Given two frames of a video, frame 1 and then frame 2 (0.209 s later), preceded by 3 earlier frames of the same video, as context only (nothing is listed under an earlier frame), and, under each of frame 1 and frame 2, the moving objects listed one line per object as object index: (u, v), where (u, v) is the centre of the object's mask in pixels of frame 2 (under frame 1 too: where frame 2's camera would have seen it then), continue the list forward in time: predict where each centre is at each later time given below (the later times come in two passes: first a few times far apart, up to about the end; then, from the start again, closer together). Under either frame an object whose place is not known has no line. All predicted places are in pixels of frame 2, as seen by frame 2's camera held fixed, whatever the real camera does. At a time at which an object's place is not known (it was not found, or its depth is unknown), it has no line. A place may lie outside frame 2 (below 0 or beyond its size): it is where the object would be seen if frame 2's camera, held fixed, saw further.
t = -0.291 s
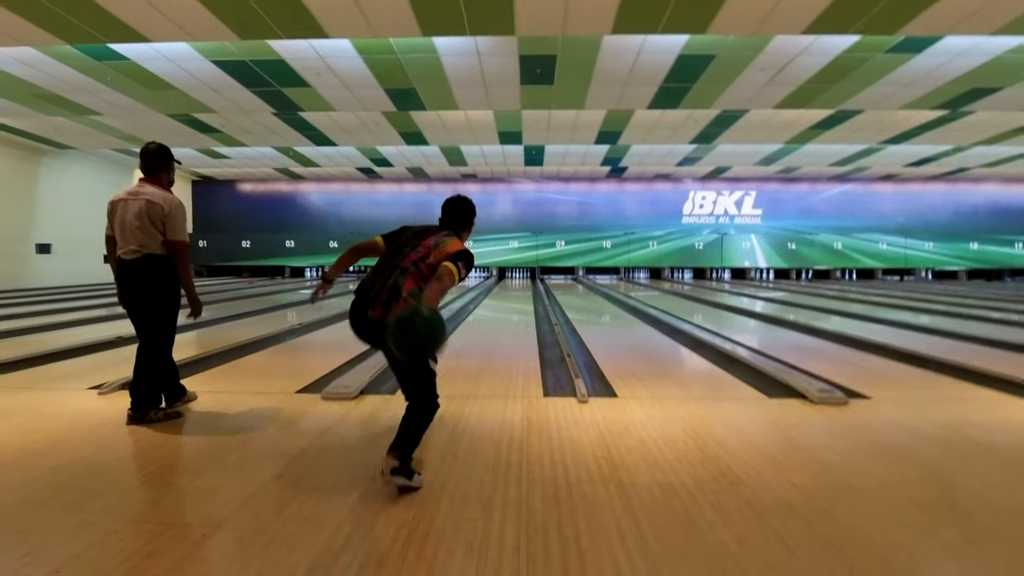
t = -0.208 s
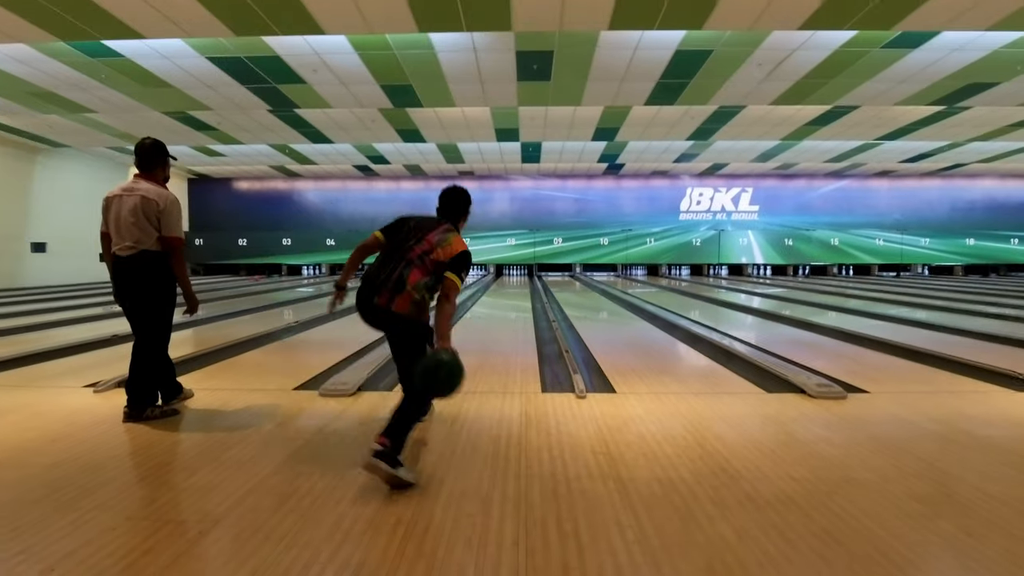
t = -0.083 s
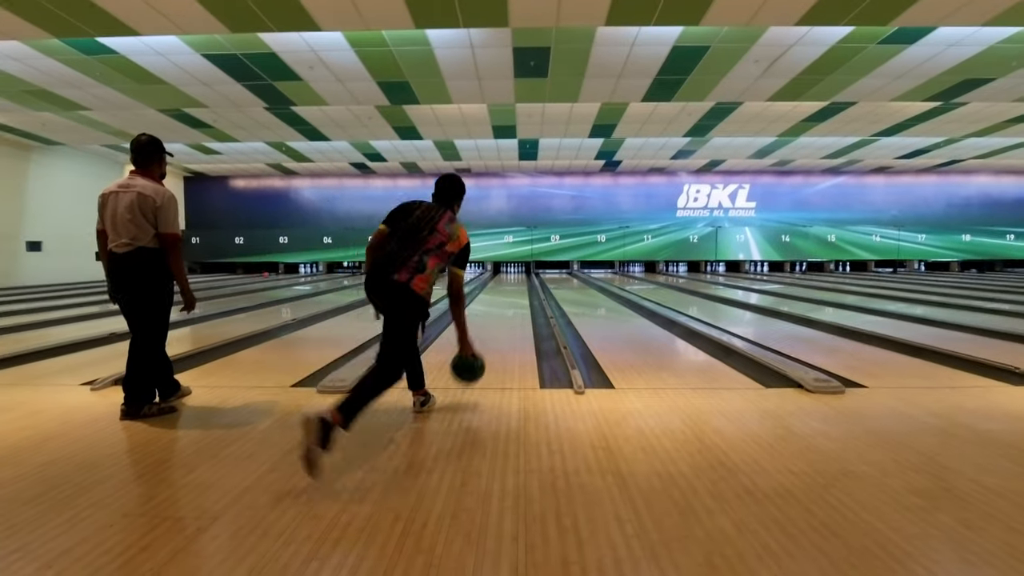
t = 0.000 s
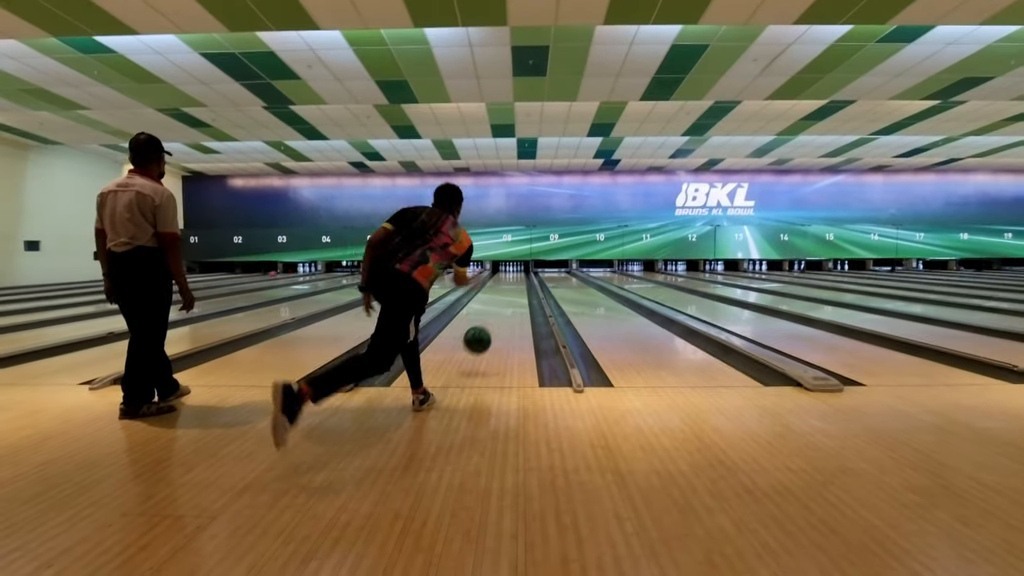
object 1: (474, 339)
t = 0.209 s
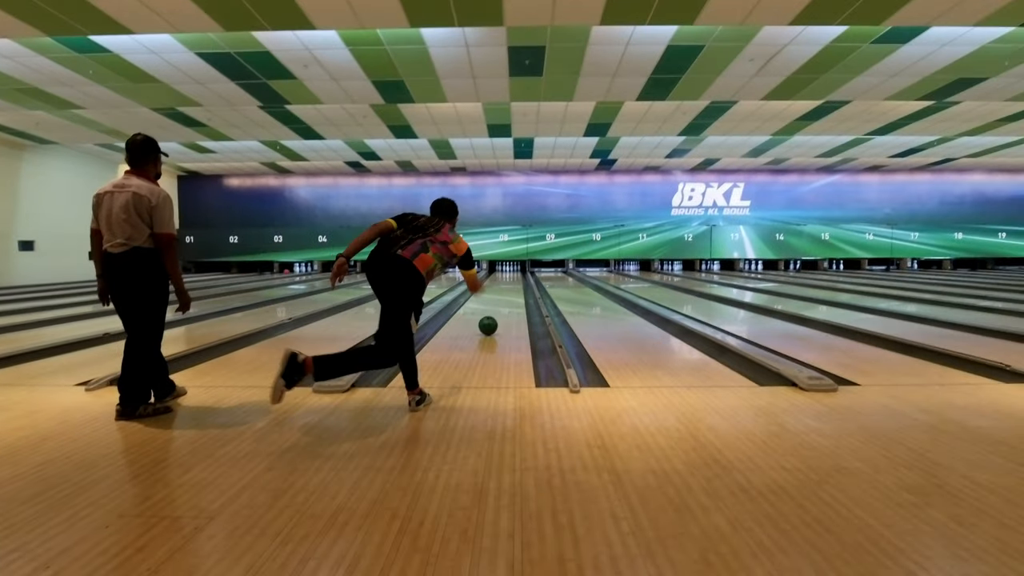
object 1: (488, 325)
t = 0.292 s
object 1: (494, 315)
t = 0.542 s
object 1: (497, 299)
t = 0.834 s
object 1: (502, 287)
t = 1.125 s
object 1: (504, 281)
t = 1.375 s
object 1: (505, 277)
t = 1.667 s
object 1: (506, 273)
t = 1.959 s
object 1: (507, 270)
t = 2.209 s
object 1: (511, 267)
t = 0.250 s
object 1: (490, 321)
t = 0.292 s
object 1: (494, 315)
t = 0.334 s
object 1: (493, 312)
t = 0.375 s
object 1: (494, 309)
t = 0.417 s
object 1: (495, 306)
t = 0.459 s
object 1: (496, 304)
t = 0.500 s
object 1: (497, 301)
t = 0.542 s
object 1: (497, 299)
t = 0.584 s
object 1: (498, 296)
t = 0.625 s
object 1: (499, 295)
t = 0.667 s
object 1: (500, 293)
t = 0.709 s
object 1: (500, 292)
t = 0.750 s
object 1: (501, 290)
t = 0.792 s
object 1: (501, 289)
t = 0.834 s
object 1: (502, 287)
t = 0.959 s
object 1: (503, 285)
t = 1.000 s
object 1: (503, 283)
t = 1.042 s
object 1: (503, 282)
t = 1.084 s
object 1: (504, 281)
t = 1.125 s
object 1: (504, 281)
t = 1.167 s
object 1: (504, 280)
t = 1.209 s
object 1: (504, 280)
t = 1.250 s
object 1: (505, 279)
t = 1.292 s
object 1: (505, 278)
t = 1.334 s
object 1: (505, 277)
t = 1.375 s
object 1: (505, 277)
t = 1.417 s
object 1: (505, 276)
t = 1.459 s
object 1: (506, 276)
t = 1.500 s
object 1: (506, 275)
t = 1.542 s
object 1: (506, 274)
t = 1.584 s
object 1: (506, 274)
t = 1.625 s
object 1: (506, 274)
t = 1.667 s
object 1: (506, 273)
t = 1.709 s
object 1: (506, 273)
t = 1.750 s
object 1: (507, 272)
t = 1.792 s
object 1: (507, 272)
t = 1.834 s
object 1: (507, 271)
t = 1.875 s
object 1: (507, 270)
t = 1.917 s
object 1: (507, 270)
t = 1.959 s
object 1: (507, 270)
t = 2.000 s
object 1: (507, 269)
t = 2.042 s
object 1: (508, 270)
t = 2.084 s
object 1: (507, 269)
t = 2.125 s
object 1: (508, 269)
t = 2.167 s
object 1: (509, 269)
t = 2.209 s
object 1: (511, 267)
